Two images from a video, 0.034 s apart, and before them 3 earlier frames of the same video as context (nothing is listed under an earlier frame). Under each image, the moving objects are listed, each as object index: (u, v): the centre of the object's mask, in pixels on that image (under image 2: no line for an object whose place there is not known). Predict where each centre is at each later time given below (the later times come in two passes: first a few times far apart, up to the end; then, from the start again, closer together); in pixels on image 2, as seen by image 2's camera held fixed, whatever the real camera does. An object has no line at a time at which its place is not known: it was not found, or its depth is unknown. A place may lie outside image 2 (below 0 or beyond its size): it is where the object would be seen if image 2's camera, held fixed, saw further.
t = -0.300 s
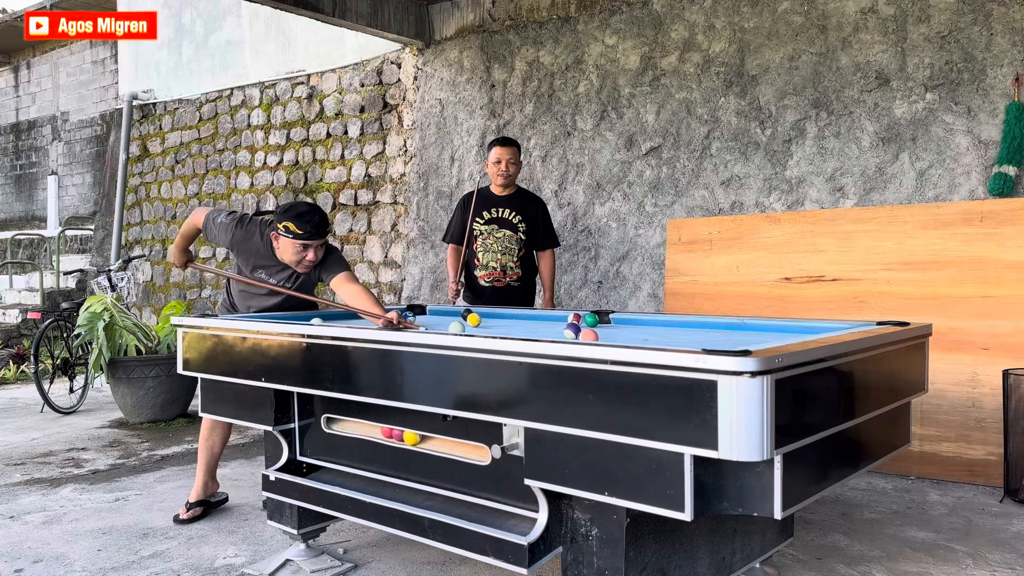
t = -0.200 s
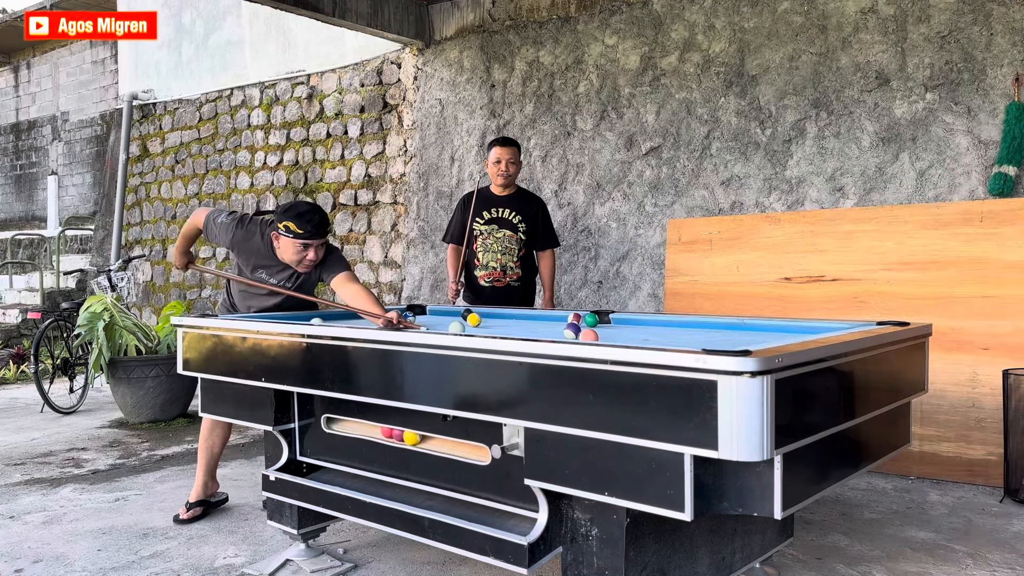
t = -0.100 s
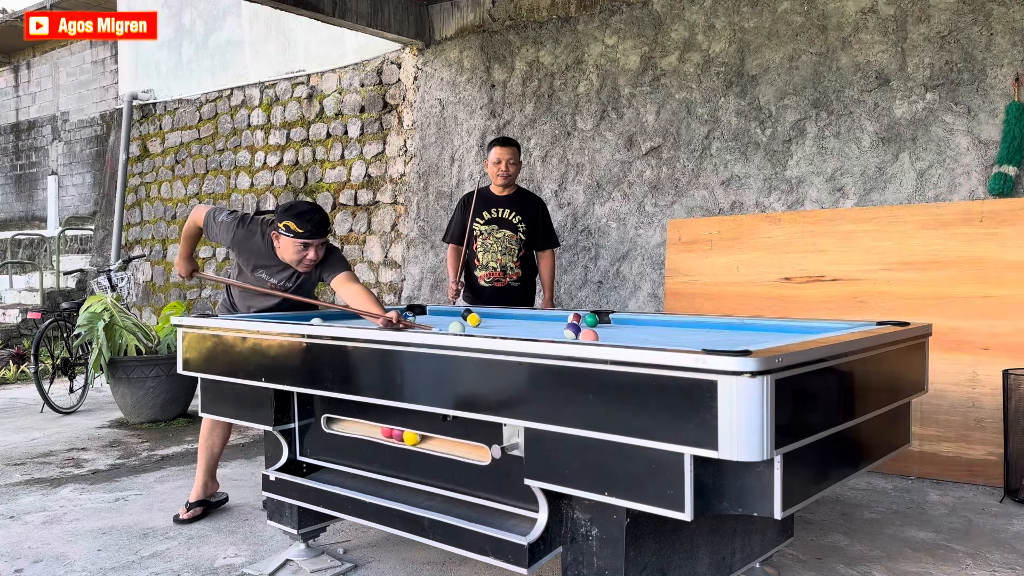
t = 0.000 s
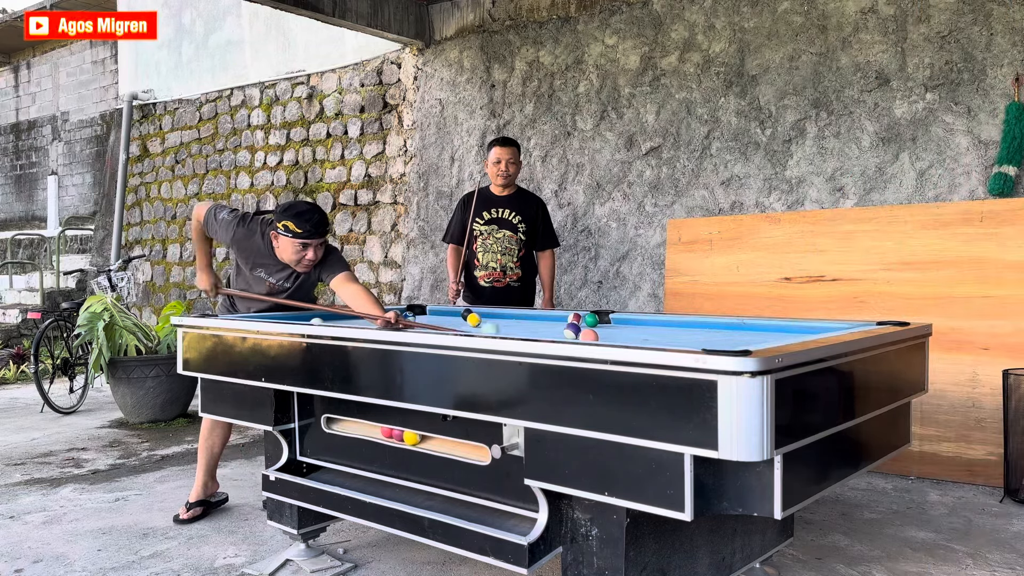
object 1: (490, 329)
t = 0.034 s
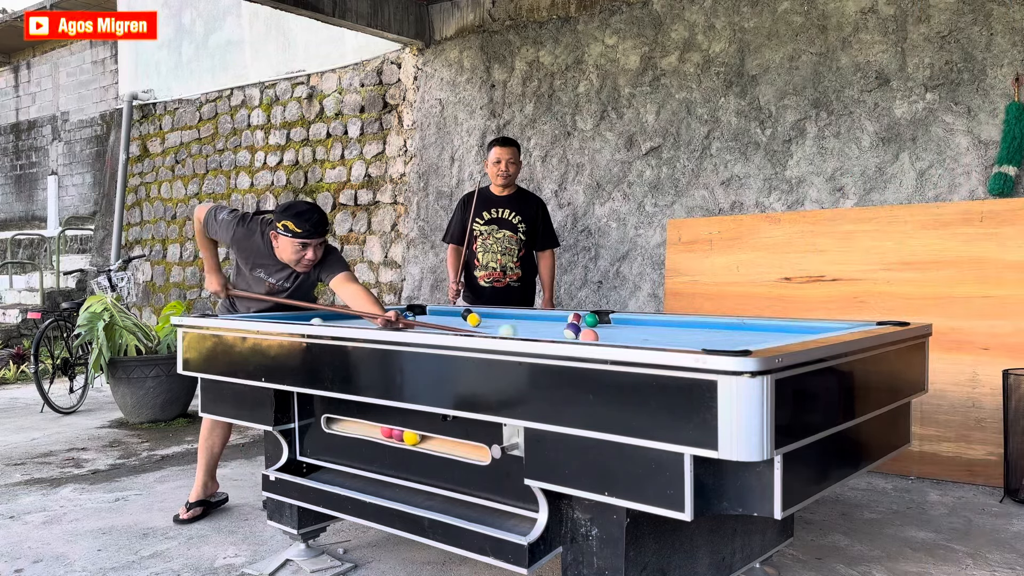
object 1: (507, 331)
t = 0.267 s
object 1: (586, 334)
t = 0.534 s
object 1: (622, 336)
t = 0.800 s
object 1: (654, 336)
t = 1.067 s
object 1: (683, 337)
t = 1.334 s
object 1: (710, 336)
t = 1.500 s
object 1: (725, 336)
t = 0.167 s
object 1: (569, 334)
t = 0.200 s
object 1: (578, 334)
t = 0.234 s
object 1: (581, 335)
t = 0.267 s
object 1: (586, 334)
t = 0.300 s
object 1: (591, 335)
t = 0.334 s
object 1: (596, 335)
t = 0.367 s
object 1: (600, 335)
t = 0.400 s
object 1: (605, 335)
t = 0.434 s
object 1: (609, 335)
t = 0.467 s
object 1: (613, 335)
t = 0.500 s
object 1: (618, 335)
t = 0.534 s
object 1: (622, 336)
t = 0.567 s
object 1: (626, 336)
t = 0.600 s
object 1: (630, 336)
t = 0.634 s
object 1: (634, 336)
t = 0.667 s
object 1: (638, 336)
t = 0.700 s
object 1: (642, 336)
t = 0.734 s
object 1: (646, 336)
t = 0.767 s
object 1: (650, 336)
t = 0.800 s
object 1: (654, 336)
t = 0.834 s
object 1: (658, 336)
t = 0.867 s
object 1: (661, 337)
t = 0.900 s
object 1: (665, 337)
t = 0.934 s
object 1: (669, 337)
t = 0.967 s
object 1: (672, 337)
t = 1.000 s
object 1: (676, 336)
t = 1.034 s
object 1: (680, 337)
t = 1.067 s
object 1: (683, 337)
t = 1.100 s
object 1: (687, 337)
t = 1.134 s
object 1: (690, 337)
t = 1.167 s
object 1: (694, 336)
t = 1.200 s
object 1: (697, 337)
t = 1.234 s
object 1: (700, 337)
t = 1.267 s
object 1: (703, 336)
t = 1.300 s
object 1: (707, 336)
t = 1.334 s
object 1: (710, 336)
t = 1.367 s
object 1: (713, 336)
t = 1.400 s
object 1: (716, 336)
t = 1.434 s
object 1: (719, 336)
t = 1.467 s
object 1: (722, 337)
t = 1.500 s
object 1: (725, 336)
